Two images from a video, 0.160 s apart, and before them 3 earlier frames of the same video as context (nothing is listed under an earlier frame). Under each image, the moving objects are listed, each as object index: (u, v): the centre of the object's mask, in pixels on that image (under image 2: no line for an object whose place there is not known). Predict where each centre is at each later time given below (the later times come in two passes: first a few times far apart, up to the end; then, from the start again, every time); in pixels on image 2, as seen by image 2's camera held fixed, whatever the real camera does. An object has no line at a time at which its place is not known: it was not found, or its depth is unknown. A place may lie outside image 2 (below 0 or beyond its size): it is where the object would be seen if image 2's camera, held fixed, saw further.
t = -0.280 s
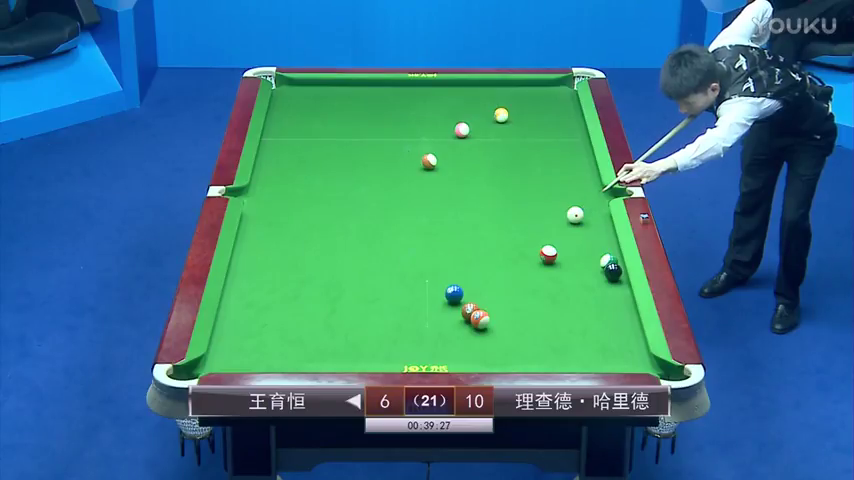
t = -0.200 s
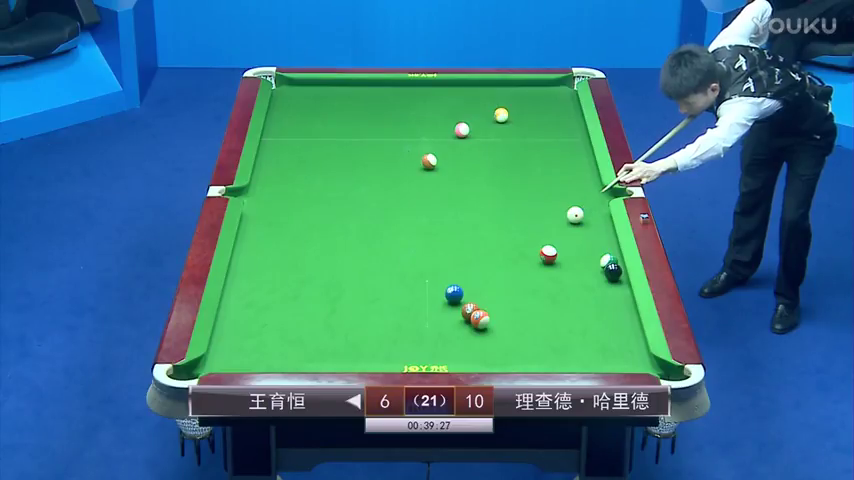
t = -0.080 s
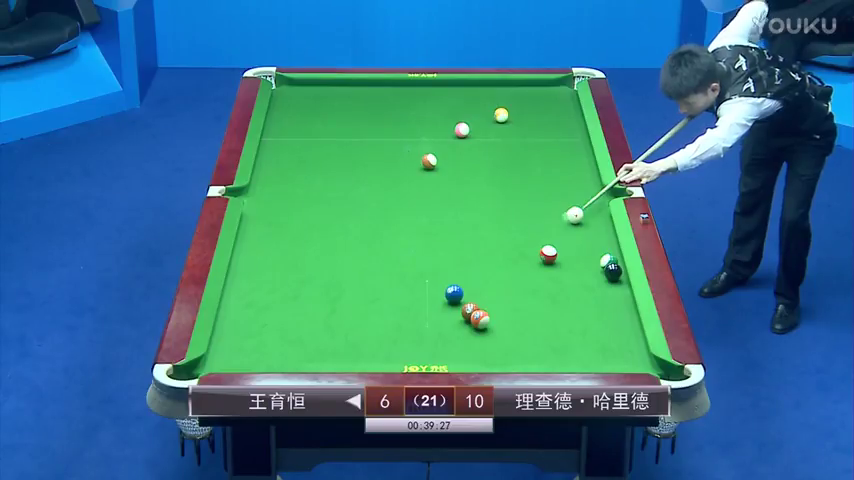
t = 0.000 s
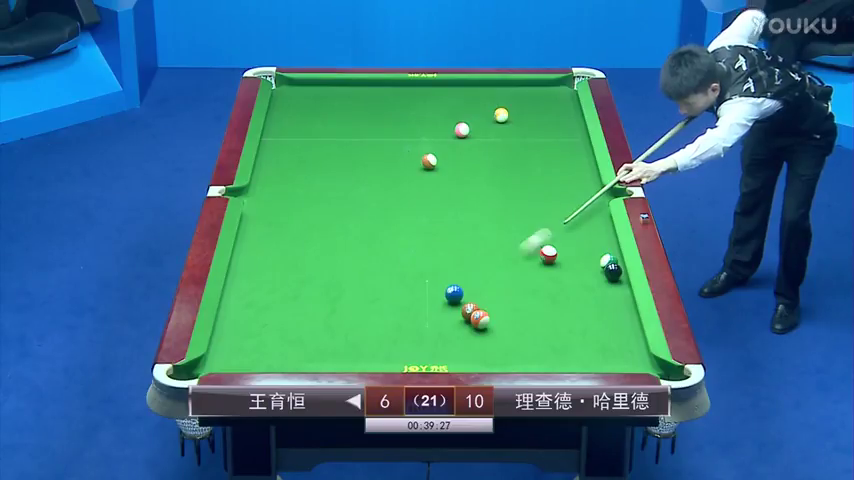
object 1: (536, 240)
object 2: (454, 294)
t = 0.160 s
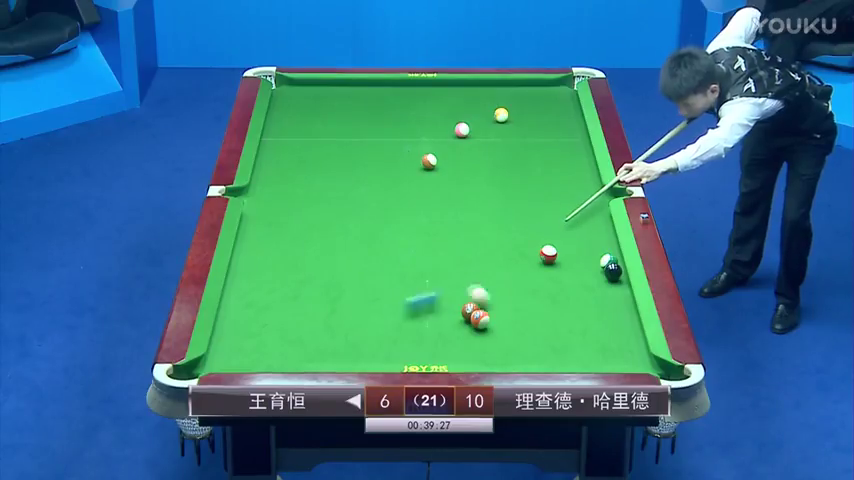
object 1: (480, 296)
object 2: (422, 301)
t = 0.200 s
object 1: (487, 301)
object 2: (391, 309)
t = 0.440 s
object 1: (522, 349)
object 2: (214, 360)
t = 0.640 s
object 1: (546, 341)
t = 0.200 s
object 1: (487, 301)
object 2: (391, 309)
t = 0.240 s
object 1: (495, 310)
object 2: (360, 319)
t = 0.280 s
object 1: (501, 317)
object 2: (331, 327)
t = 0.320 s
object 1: (507, 326)
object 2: (301, 336)
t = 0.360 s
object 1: (512, 333)
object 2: (272, 343)
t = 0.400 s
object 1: (517, 341)
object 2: (244, 354)
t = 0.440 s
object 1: (522, 349)
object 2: (214, 360)
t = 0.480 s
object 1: (527, 355)
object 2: (190, 369)
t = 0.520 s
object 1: (532, 356)
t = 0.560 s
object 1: (536, 353)
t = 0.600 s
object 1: (541, 347)
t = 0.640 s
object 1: (546, 341)
